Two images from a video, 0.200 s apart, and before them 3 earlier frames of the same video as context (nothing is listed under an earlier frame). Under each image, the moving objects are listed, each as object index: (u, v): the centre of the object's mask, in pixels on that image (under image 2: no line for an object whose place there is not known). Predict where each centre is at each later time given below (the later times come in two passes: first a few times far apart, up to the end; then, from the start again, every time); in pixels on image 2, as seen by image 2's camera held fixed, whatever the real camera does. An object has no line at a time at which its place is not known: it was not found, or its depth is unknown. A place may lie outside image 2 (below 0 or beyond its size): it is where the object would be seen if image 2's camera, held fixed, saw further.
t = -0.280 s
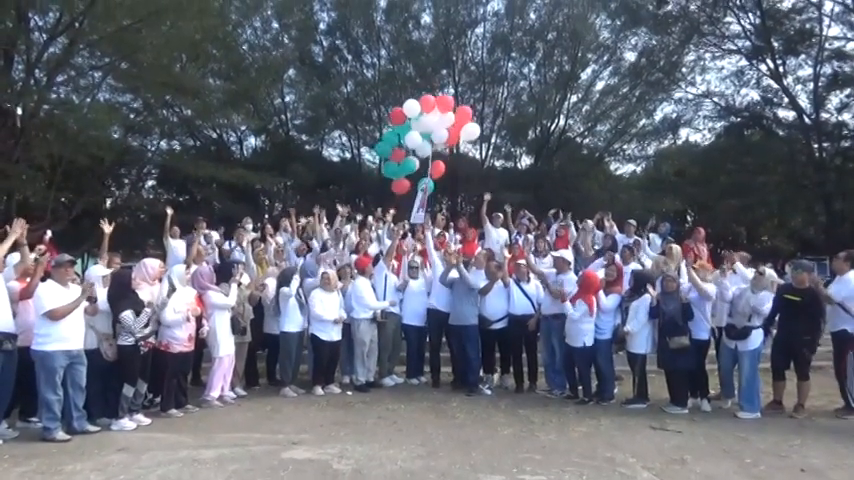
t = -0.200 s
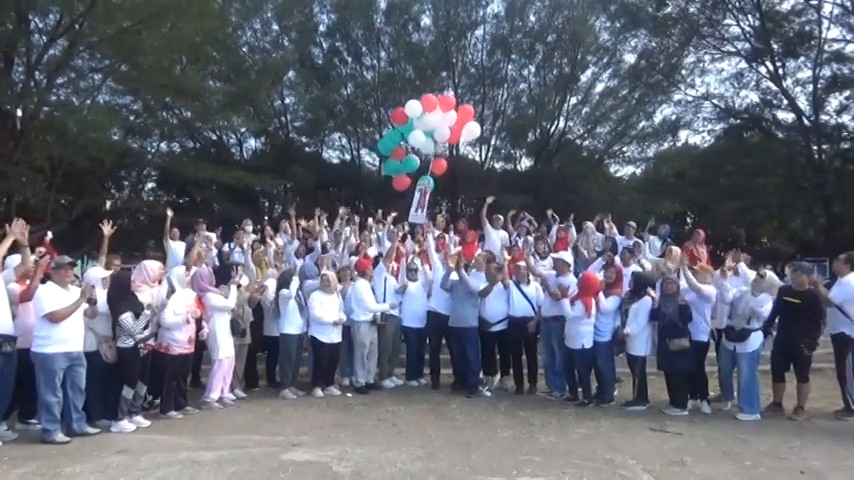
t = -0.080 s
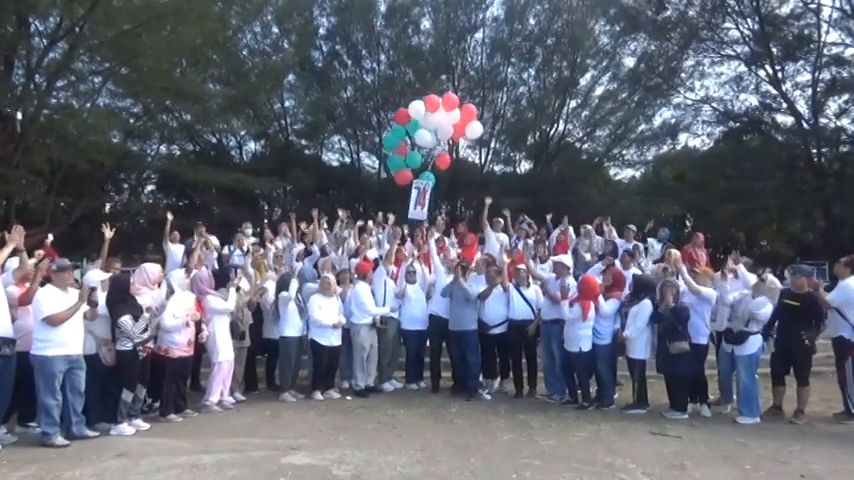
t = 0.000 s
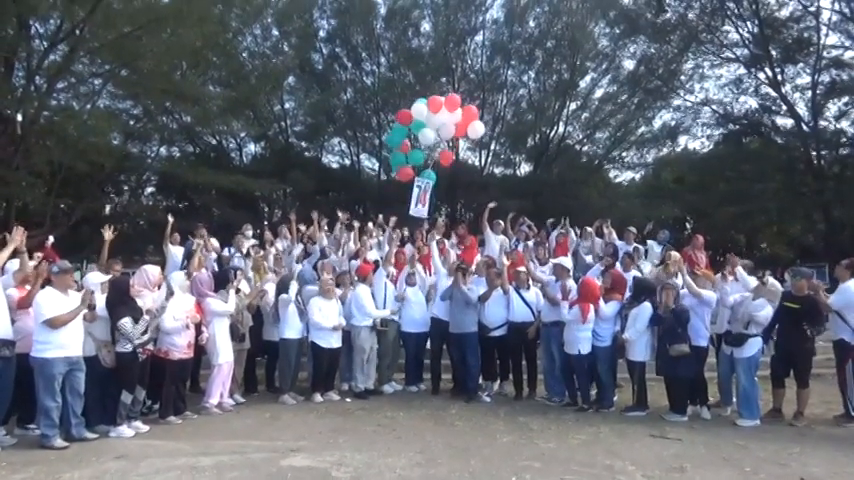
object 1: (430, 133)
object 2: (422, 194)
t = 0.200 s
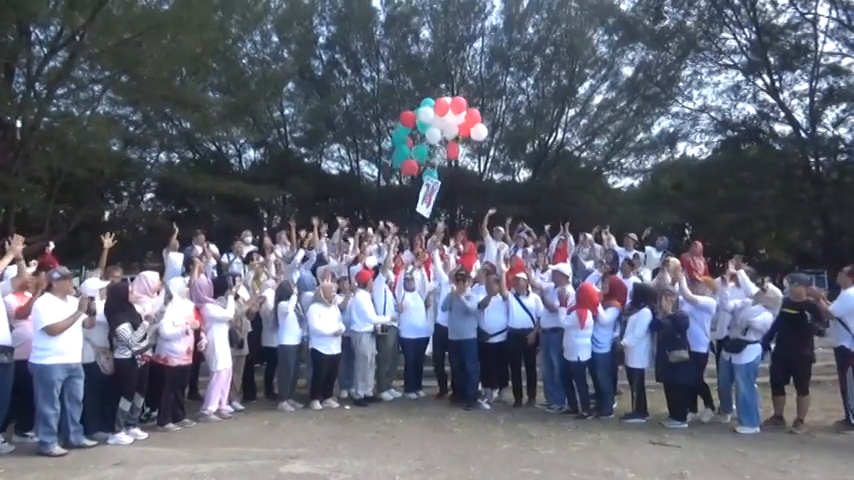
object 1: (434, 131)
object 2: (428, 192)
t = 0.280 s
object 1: (436, 129)
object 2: (431, 190)
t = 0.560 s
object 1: (444, 119)
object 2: (449, 186)
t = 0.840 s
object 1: (452, 113)
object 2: (460, 178)
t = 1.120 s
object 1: (462, 108)
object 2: (465, 175)
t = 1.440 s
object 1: (469, 109)
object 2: (466, 168)
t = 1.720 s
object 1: (477, 109)
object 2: (469, 164)
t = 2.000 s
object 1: (485, 112)
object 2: (478, 162)
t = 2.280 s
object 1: (489, 114)
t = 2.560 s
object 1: (492, 118)
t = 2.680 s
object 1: (492, 119)
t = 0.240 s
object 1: (435, 130)
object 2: (430, 191)
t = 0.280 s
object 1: (436, 129)
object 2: (431, 190)
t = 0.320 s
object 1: (437, 128)
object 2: (433, 189)
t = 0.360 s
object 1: (438, 128)
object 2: (435, 188)
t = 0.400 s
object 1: (440, 126)
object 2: (439, 191)
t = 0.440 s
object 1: (441, 123)
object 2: (442, 190)
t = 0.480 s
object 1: (442, 121)
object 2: (444, 189)
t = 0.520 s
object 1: (443, 121)
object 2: (447, 188)
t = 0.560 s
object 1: (444, 119)
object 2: (449, 186)
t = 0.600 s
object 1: (445, 119)
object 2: (451, 185)
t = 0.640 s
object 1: (446, 117)
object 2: (453, 183)
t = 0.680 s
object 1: (447, 117)
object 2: (455, 182)
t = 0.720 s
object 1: (448, 115)
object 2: (457, 181)
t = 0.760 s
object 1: (449, 115)
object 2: (458, 180)
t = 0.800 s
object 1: (451, 113)
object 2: (459, 179)
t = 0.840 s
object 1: (452, 113)
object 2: (460, 178)
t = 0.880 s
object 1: (454, 112)
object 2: (462, 177)
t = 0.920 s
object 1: (455, 111)
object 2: (463, 176)
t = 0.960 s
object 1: (457, 110)
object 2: (463, 177)
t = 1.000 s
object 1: (457, 110)
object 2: (464, 177)
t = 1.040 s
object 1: (459, 109)
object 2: (465, 175)
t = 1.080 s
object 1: (460, 109)
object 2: (465, 174)
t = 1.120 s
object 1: (462, 108)
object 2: (465, 175)
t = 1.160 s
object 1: (462, 108)
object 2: (465, 174)
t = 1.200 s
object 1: (464, 107)
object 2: (465, 173)
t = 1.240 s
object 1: (465, 107)
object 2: (466, 173)
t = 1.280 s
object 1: (466, 107)
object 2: (466, 172)
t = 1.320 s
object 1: (467, 107)
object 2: (466, 172)
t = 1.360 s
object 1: (467, 109)
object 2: (465, 171)
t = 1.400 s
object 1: (468, 109)
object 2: (466, 171)
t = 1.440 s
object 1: (469, 109)
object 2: (466, 168)
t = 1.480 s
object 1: (470, 109)
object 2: (466, 167)
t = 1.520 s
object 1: (471, 109)
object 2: (466, 169)
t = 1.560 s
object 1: (472, 108)
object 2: (466, 168)
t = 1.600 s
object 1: (474, 108)
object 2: (467, 165)
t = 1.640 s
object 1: (474, 109)
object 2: (468, 164)
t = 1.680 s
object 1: (476, 109)
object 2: (469, 164)
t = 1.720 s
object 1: (477, 109)
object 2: (469, 164)
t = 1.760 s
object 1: (478, 110)
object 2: (470, 165)
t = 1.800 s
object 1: (479, 110)
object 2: (471, 167)
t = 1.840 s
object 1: (481, 110)
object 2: (473, 165)
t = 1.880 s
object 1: (482, 111)
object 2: (474, 164)
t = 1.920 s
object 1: (483, 111)
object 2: (476, 163)
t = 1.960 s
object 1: (484, 111)
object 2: (476, 162)
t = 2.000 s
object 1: (485, 112)
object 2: (478, 162)
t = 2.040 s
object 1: (485, 112)
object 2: (479, 162)
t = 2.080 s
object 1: (486, 112)
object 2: (480, 162)
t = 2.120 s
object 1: (487, 113)
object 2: (481, 161)
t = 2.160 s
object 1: (488, 113)
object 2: (482, 161)
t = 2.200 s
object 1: (489, 114)
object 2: (484, 161)
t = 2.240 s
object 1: (489, 114)
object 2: (485, 161)
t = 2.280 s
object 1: (489, 114)
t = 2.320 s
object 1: (490, 115)
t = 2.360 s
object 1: (491, 115)
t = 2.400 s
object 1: (491, 116)
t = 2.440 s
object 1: (491, 116)
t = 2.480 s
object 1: (492, 117)
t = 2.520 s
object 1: (491, 117)
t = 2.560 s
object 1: (492, 118)
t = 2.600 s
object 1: (492, 118)
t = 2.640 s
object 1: (492, 118)
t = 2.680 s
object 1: (492, 119)
